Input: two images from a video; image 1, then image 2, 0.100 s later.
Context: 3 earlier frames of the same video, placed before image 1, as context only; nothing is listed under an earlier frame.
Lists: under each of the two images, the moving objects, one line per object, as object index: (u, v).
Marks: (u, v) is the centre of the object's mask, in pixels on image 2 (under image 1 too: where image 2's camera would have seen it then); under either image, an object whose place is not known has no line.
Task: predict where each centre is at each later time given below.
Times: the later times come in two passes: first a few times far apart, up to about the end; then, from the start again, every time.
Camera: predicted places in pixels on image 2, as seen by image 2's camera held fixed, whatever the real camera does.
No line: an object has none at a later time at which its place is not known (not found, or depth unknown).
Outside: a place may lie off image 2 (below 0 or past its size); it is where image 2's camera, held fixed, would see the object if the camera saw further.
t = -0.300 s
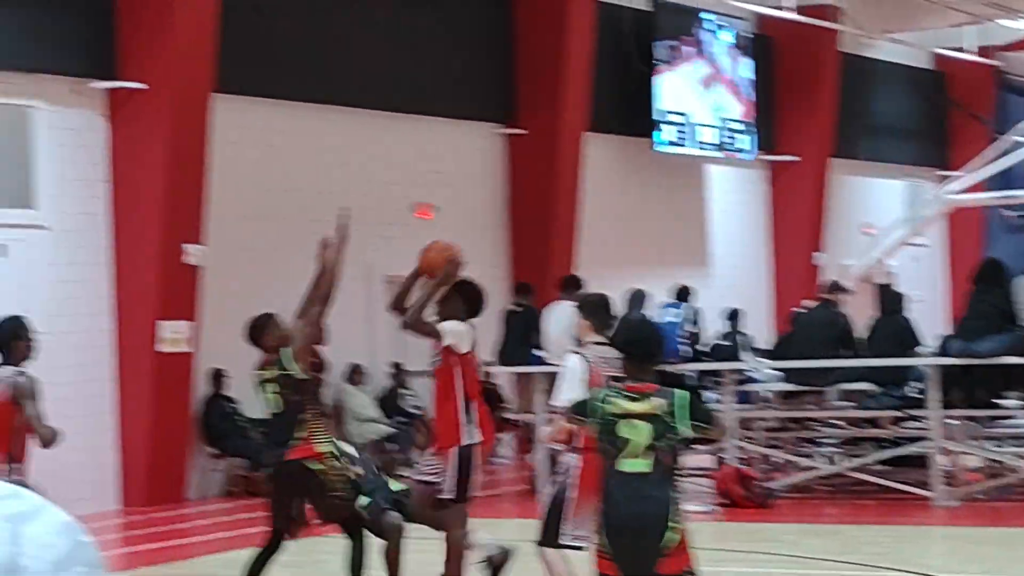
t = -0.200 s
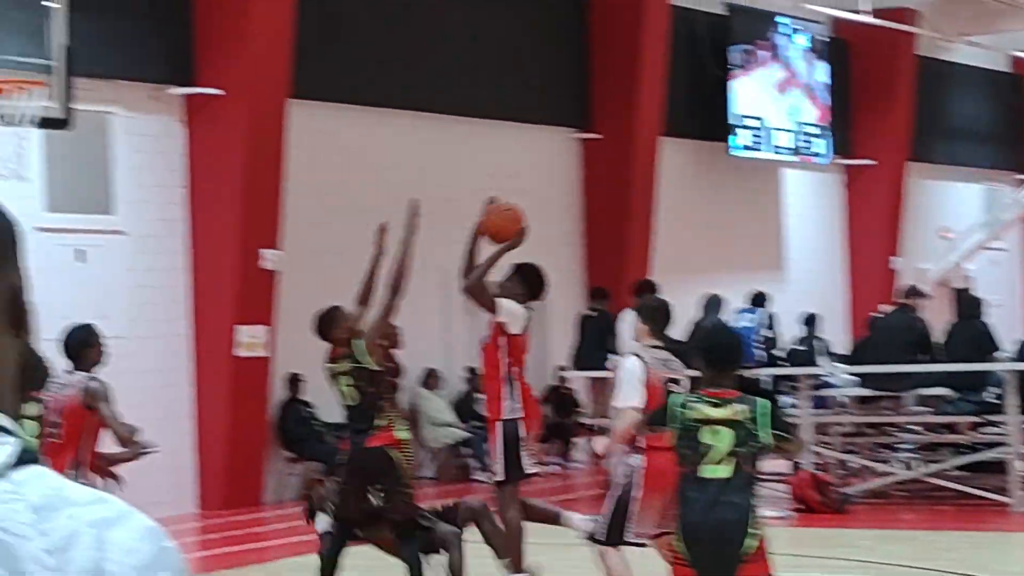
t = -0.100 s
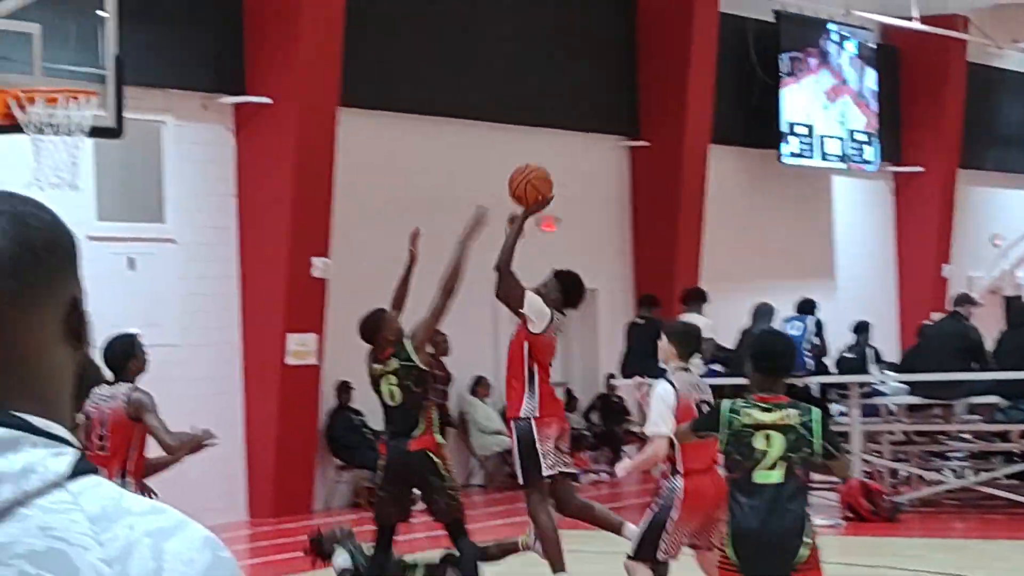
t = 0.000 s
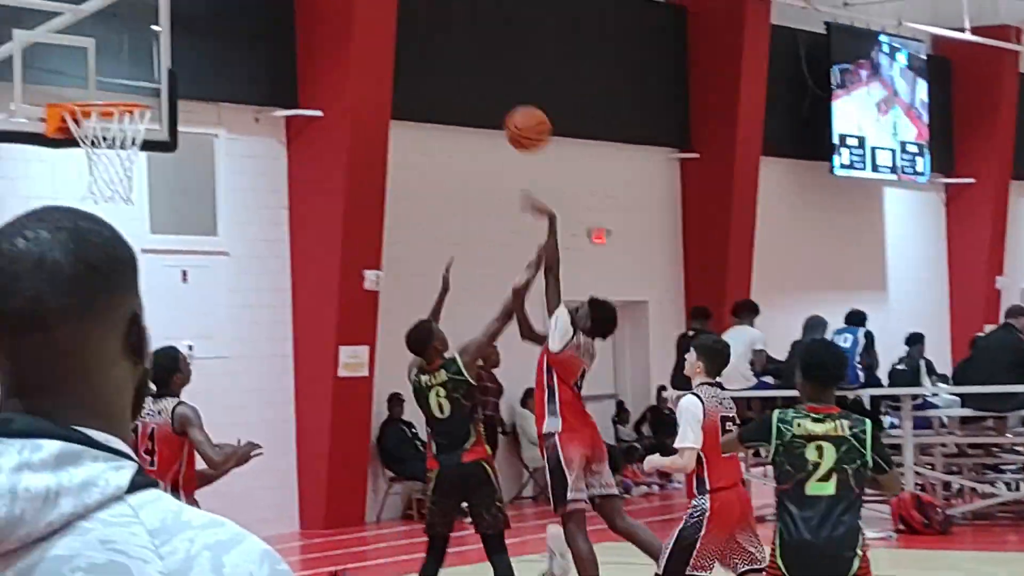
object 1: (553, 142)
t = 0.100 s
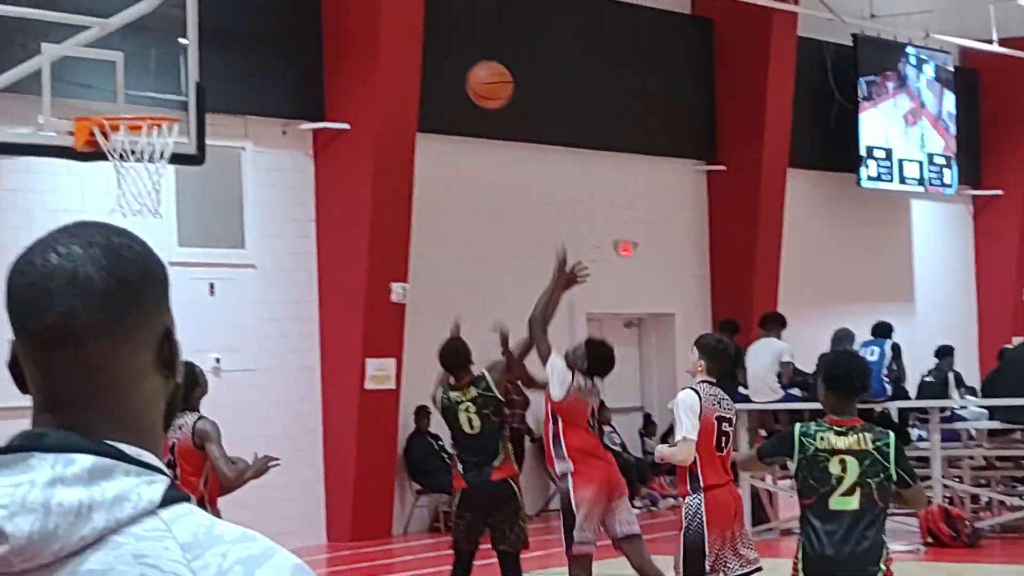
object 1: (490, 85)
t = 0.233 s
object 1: (405, 34)
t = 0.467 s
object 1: (259, 24)
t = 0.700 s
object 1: (117, 104)
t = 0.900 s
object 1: (136, 164)
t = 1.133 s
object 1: (169, 203)
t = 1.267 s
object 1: (189, 255)
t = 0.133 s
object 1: (469, 69)
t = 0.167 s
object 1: (448, 56)
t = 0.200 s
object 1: (426, 44)
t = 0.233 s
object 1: (405, 34)
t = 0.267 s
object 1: (383, 27)
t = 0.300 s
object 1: (362, 21)
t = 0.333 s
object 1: (342, 18)
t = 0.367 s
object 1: (321, 16)
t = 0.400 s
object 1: (300, 17)
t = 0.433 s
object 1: (280, 20)
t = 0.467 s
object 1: (259, 24)
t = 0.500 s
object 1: (238, 31)
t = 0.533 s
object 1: (219, 40)
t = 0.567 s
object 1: (199, 50)
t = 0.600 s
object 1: (178, 62)
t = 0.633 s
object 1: (158, 76)
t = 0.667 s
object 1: (138, 92)
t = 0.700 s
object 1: (117, 104)
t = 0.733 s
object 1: (119, 119)
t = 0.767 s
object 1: (126, 136)
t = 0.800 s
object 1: (122, 141)
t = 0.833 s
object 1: (127, 150)
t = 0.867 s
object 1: (131, 152)
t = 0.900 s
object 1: (136, 164)
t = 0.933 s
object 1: (142, 163)
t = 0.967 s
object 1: (145, 175)
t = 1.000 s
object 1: (144, 176)
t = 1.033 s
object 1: (148, 180)
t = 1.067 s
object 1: (155, 187)
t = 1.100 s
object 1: (162, 195)
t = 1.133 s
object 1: (169, 203)
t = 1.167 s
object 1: (175, 209)
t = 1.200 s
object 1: (179, 222)
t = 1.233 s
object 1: (184, 238)
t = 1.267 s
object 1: (189, 255)
